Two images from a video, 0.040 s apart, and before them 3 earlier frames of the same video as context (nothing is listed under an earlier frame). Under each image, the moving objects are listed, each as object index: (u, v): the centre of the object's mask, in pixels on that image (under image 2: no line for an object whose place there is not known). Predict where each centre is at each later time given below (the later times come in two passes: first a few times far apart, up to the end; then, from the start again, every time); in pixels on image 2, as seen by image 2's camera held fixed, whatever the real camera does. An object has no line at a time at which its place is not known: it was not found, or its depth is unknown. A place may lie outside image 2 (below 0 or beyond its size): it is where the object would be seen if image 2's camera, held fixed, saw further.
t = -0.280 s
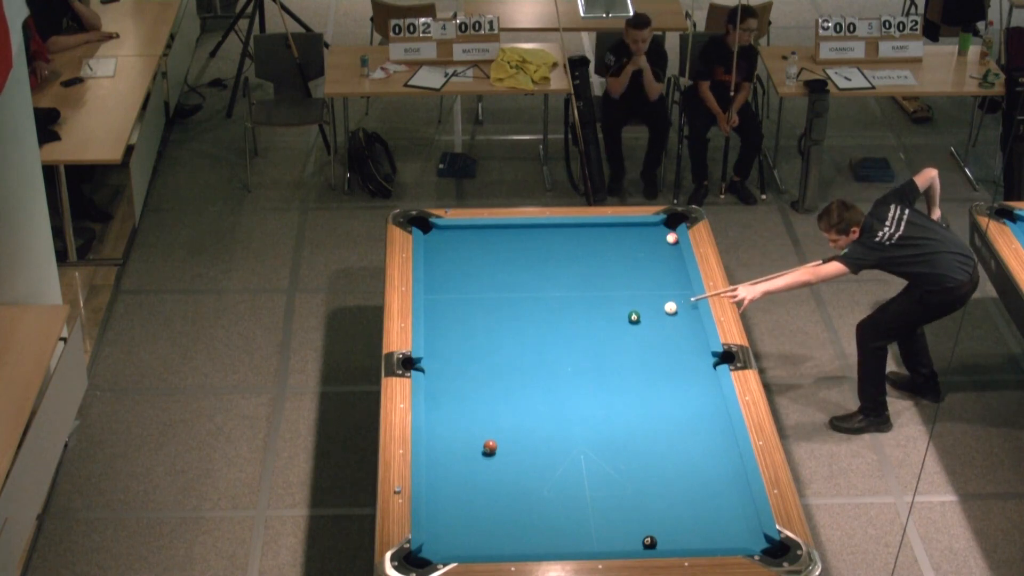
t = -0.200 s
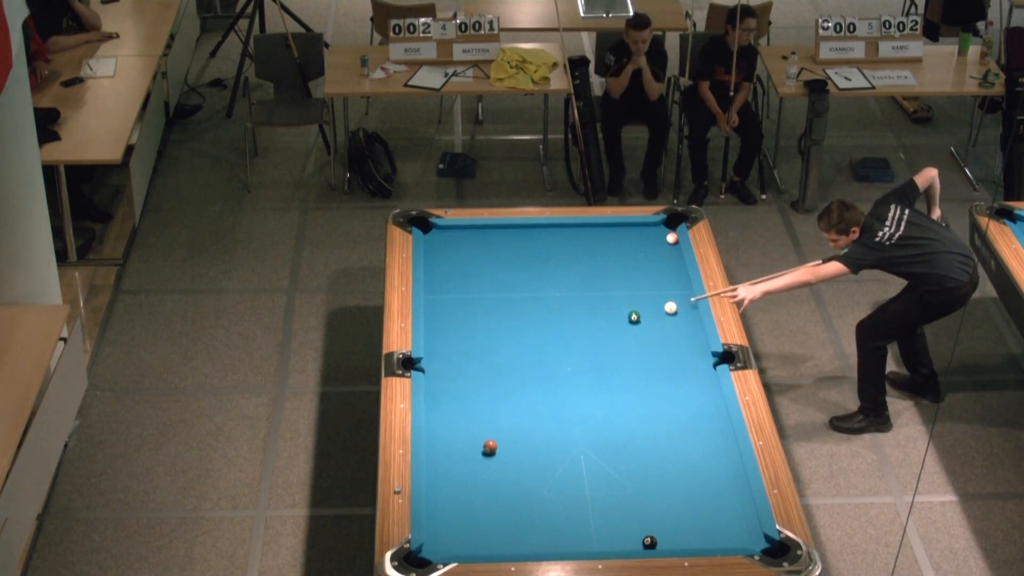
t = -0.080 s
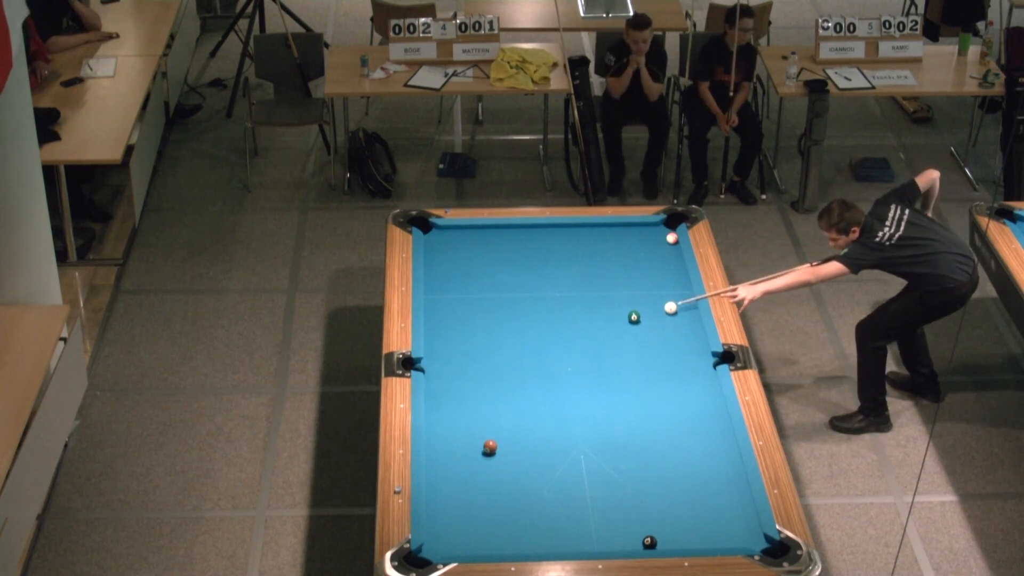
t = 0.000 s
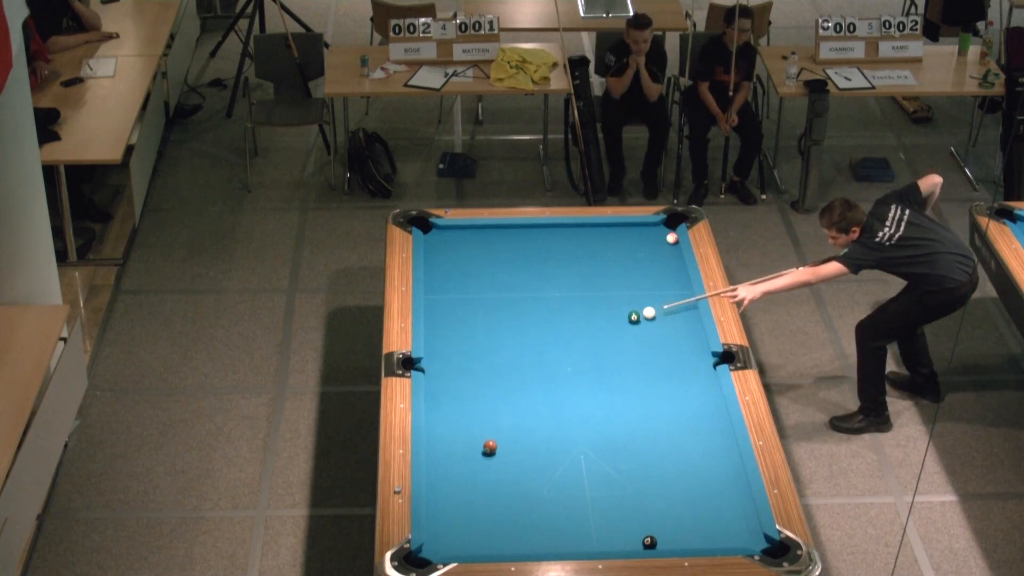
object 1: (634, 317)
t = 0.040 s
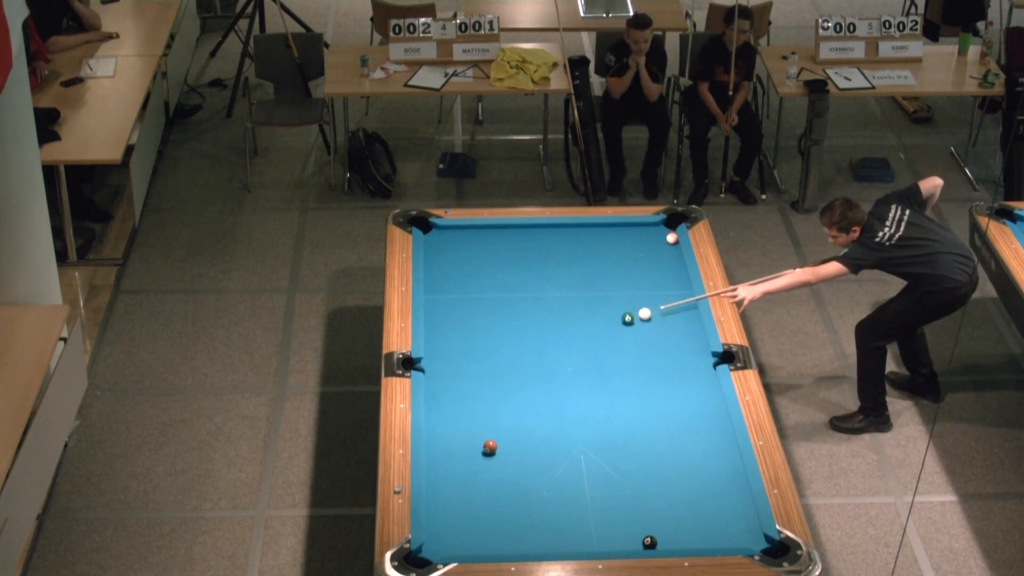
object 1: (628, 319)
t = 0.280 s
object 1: (577, 331)
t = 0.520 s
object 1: (535, 342)
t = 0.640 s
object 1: (514, 347)
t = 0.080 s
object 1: (618, 321)
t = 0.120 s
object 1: (608, 324)
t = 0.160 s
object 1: (600, 326)
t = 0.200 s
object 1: (592, 328)
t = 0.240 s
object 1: (584, 330)
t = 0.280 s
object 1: (577, 331)
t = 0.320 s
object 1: (570, 333)
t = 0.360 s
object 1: (563, 335)
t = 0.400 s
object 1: (556, 336)
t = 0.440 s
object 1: (549, 338)
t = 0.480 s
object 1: (542, 340)
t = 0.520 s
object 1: (535, 342)
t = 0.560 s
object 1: (528, 343)
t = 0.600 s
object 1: (521, 345)
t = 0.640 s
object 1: (514, 347)
